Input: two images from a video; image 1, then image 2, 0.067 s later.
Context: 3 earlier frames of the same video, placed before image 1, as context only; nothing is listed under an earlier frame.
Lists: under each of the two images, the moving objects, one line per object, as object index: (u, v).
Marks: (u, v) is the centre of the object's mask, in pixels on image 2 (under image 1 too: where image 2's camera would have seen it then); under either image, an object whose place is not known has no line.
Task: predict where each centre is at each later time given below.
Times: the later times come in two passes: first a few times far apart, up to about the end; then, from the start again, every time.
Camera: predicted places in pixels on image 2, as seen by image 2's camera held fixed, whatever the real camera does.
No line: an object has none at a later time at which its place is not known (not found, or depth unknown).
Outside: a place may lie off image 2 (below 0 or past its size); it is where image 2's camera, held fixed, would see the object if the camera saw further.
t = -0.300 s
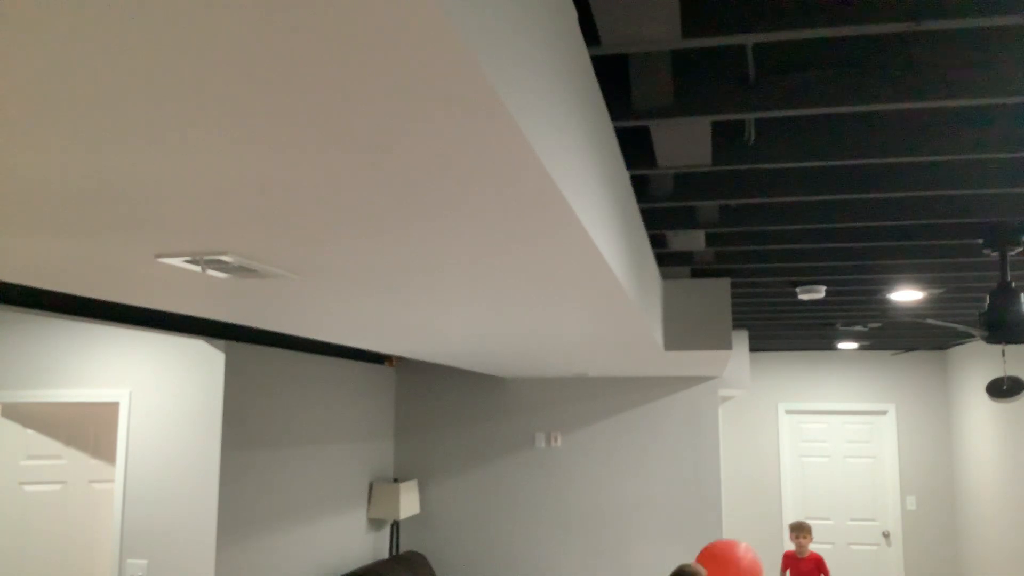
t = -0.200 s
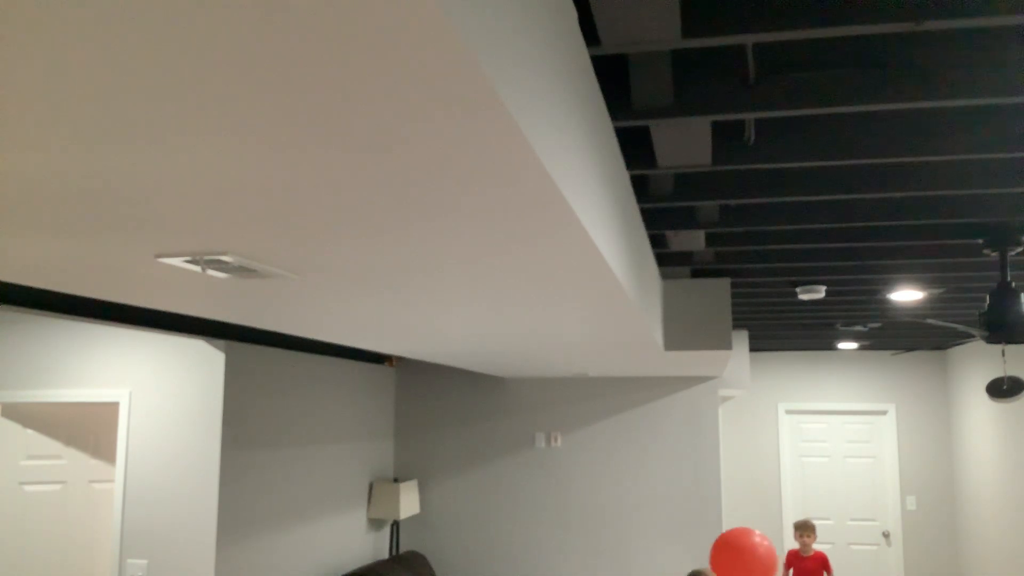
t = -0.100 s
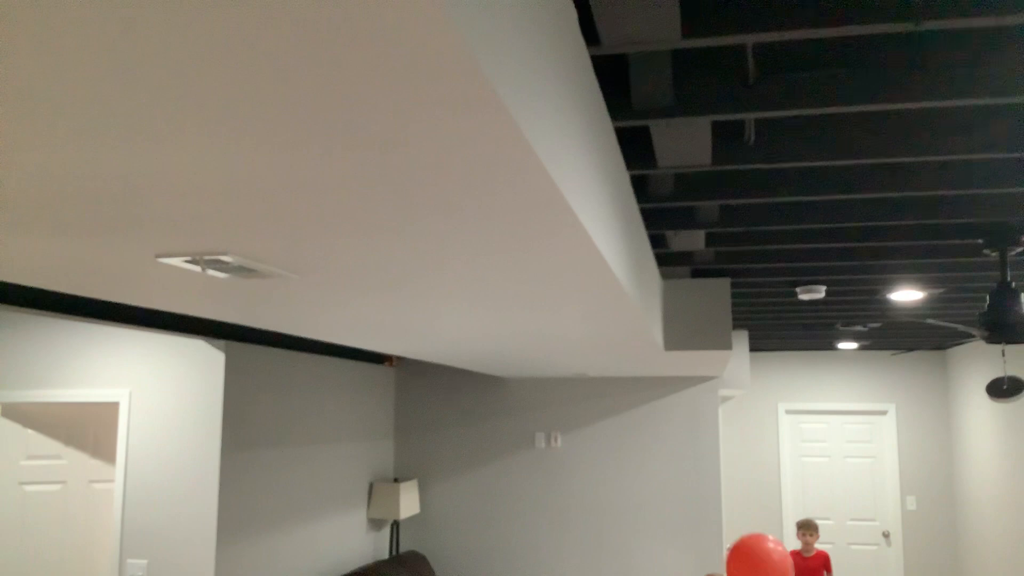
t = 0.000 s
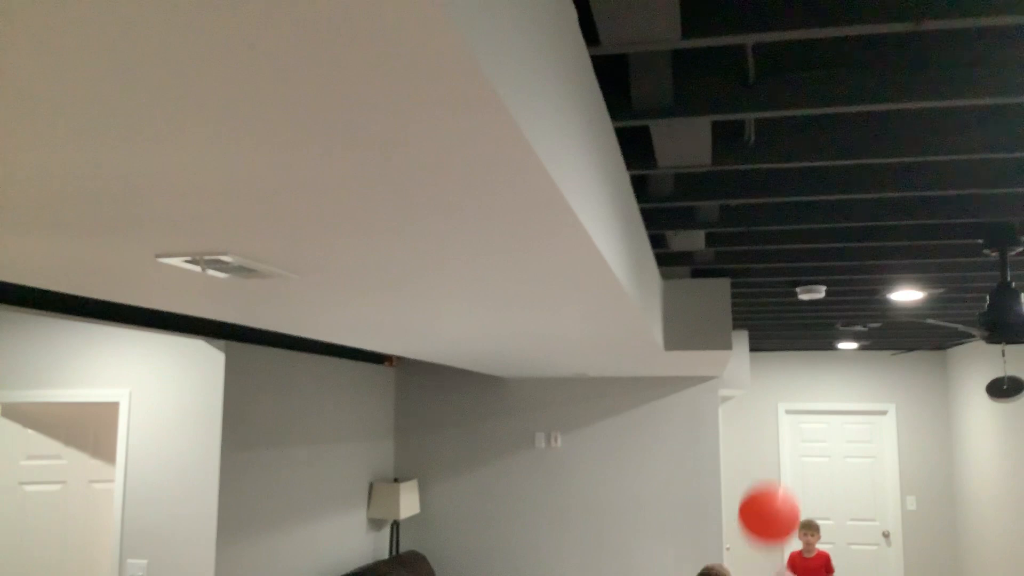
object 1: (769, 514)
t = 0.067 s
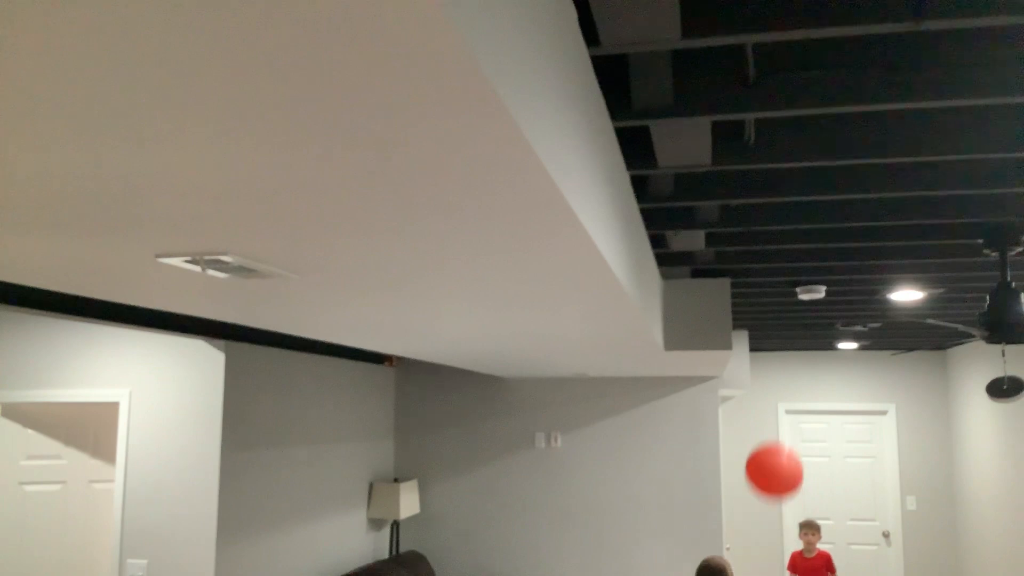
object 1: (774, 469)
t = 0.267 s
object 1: (785, 408)
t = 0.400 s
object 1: (789, 407)
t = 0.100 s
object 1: (777, 453)
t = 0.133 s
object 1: (778, 439)
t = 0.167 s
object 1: (780, 428)
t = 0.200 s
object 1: (782, 419)
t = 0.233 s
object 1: (784, 413)
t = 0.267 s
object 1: (785, 408)
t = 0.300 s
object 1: (786, 405)
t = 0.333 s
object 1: (788, 404)
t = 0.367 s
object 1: (788, 405)
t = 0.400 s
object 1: (789, 407)
